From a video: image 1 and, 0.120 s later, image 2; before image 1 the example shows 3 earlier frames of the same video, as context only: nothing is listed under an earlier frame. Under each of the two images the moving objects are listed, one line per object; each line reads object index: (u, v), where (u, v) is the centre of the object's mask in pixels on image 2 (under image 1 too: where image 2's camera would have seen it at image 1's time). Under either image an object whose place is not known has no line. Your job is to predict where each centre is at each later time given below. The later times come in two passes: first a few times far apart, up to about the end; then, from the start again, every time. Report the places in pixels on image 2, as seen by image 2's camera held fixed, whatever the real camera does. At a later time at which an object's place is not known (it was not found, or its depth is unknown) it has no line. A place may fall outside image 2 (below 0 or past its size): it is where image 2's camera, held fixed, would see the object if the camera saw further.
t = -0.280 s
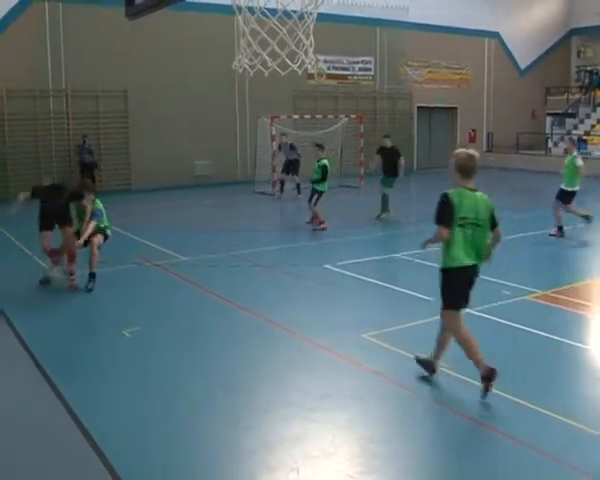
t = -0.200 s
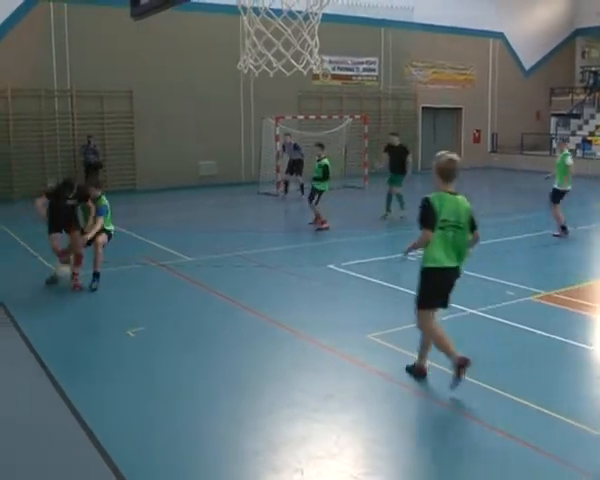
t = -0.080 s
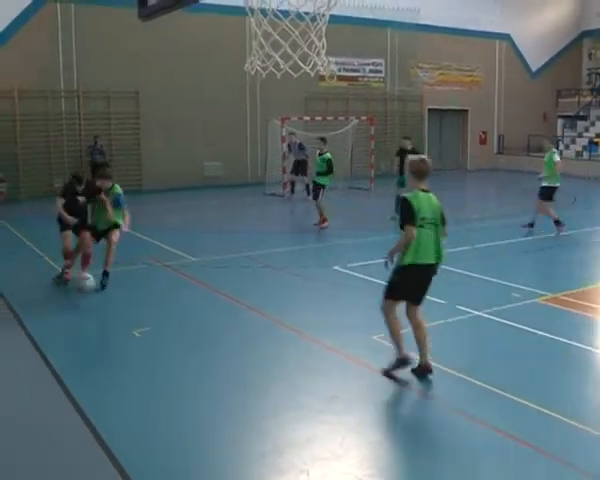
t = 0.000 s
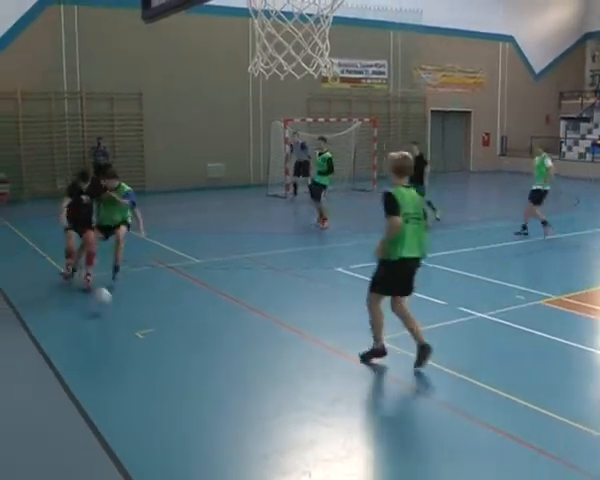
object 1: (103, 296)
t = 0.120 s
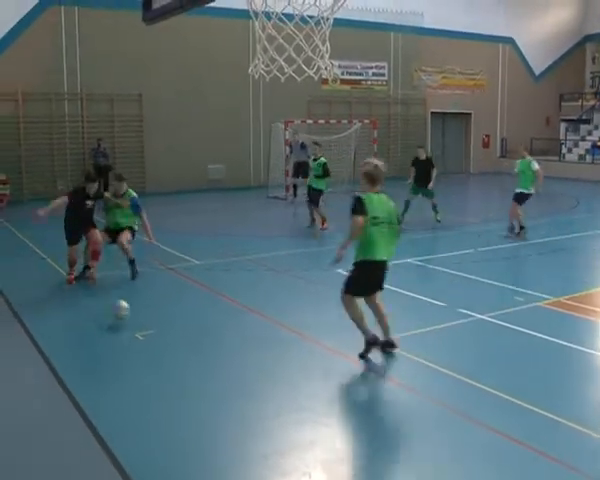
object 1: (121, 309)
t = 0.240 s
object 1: (141, 324)
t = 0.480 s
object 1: (177, 343)
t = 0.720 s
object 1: (209, 360)
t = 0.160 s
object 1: (128, 311)
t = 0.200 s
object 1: (133, 318)
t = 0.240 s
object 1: (141, 324)
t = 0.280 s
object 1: (146, 327)
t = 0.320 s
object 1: (151, 331)
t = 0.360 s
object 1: (158, 333)
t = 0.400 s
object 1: (164, 336)
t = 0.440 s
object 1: (171, 340)
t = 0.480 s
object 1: (177, 343)
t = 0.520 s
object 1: (182, 345)
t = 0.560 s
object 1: (188, 348)
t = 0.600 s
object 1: (194, 351)
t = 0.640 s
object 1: (199, 354)
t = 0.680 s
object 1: (203, 356)
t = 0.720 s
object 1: (209, 360)
